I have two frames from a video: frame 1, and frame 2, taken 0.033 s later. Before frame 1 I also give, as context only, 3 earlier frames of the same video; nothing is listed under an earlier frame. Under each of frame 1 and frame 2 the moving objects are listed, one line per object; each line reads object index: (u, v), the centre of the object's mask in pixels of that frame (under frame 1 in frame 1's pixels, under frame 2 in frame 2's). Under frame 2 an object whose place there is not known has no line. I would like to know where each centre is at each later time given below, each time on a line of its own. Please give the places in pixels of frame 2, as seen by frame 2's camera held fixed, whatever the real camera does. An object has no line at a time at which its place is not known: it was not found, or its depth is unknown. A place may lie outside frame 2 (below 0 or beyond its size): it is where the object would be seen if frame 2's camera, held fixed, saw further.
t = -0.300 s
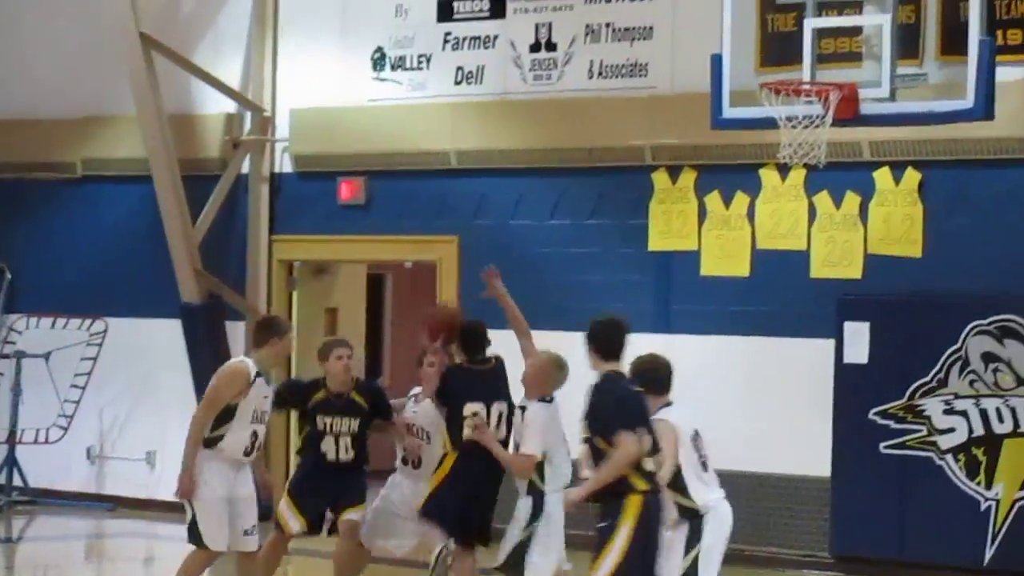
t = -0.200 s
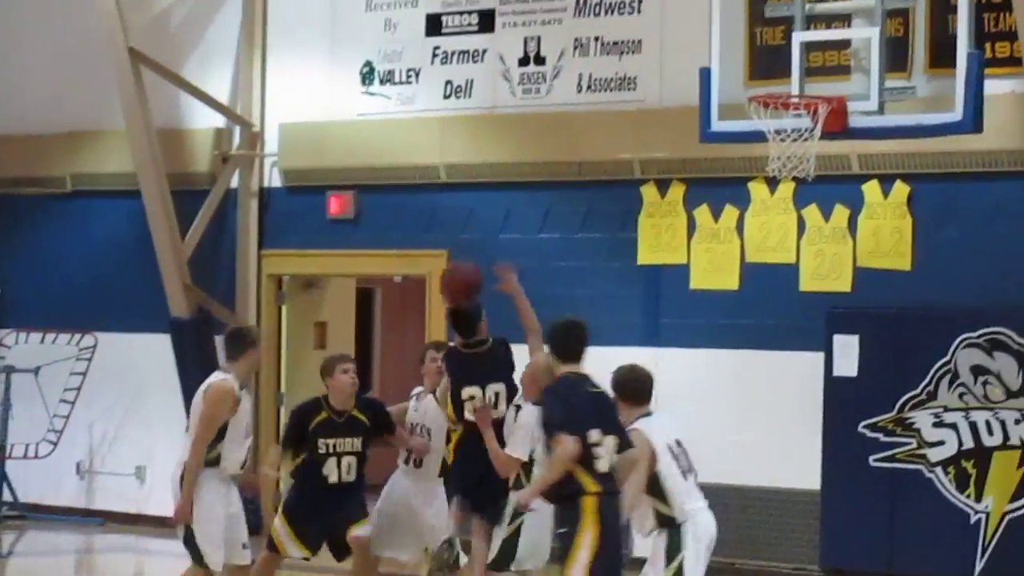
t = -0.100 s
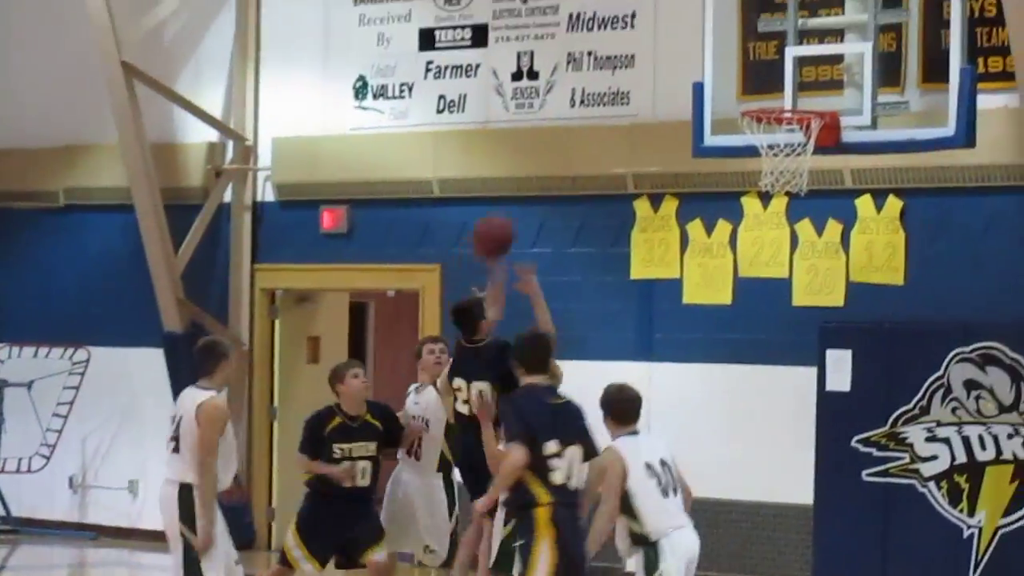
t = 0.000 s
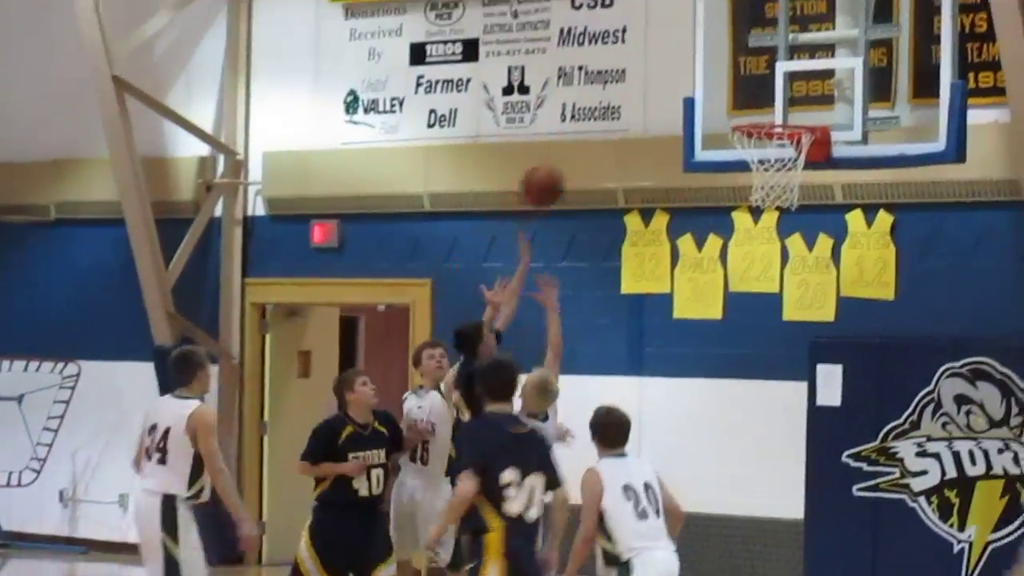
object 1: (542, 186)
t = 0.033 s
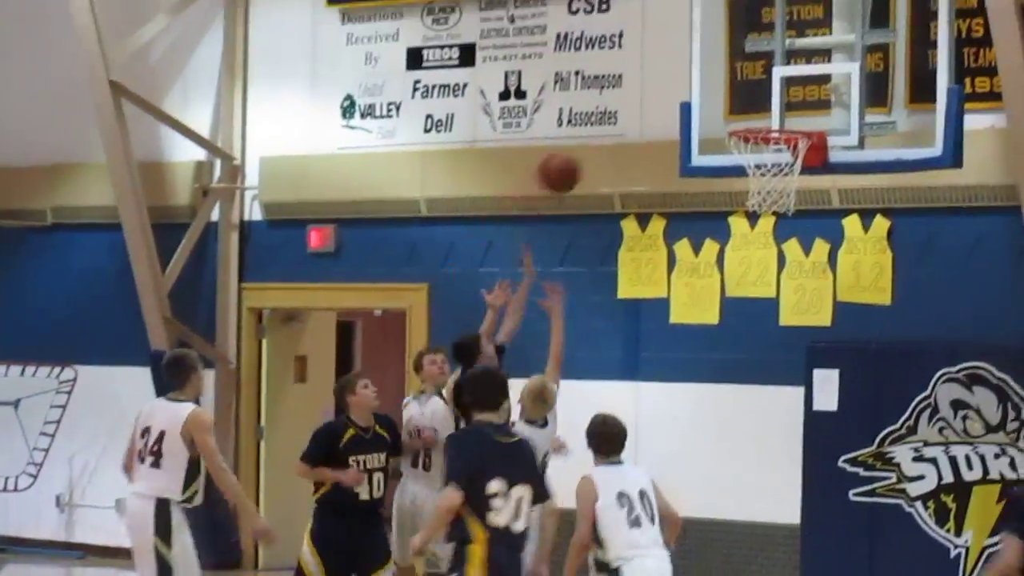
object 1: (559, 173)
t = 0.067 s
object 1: (579, 156)
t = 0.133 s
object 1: (618, 131)
